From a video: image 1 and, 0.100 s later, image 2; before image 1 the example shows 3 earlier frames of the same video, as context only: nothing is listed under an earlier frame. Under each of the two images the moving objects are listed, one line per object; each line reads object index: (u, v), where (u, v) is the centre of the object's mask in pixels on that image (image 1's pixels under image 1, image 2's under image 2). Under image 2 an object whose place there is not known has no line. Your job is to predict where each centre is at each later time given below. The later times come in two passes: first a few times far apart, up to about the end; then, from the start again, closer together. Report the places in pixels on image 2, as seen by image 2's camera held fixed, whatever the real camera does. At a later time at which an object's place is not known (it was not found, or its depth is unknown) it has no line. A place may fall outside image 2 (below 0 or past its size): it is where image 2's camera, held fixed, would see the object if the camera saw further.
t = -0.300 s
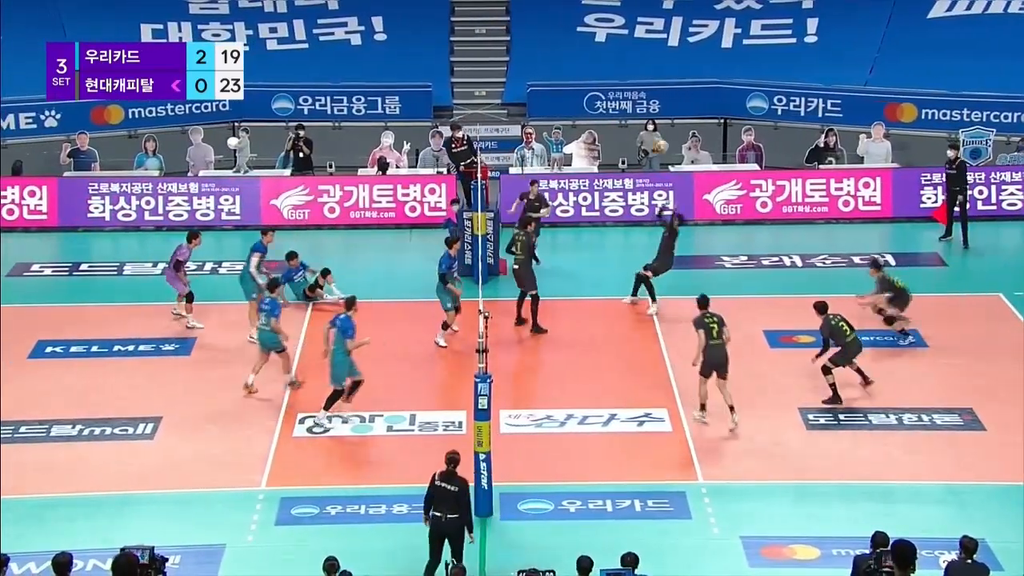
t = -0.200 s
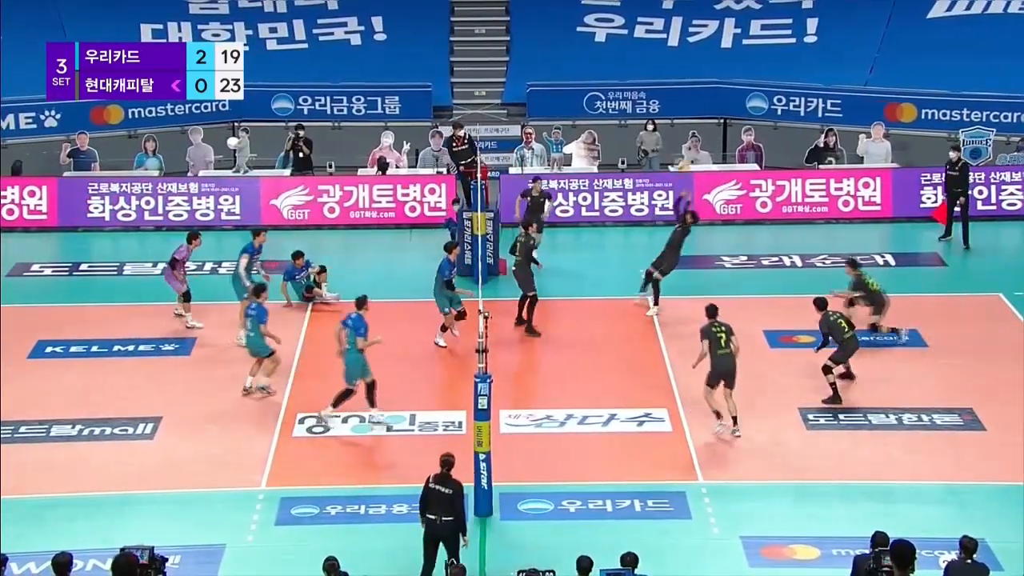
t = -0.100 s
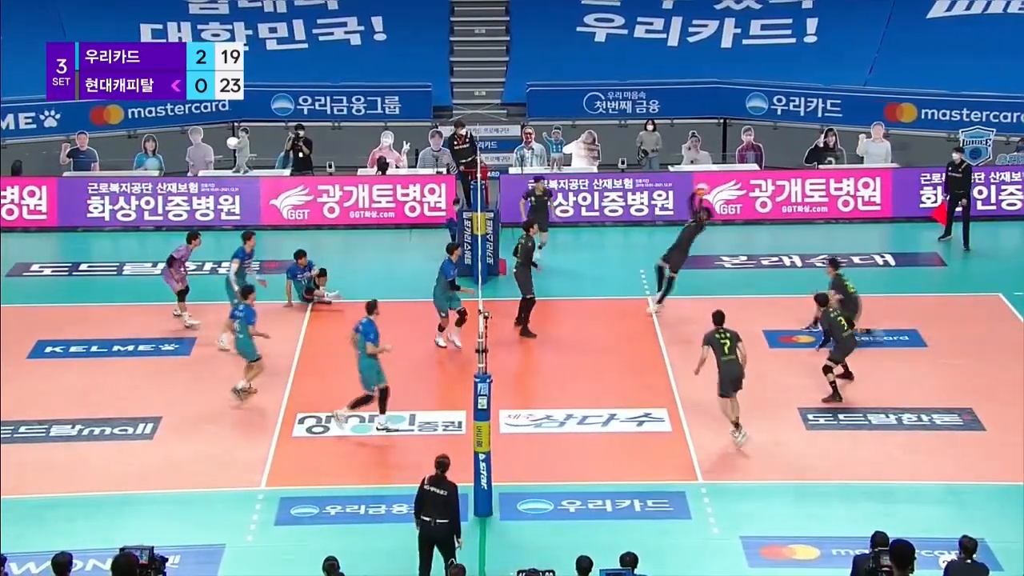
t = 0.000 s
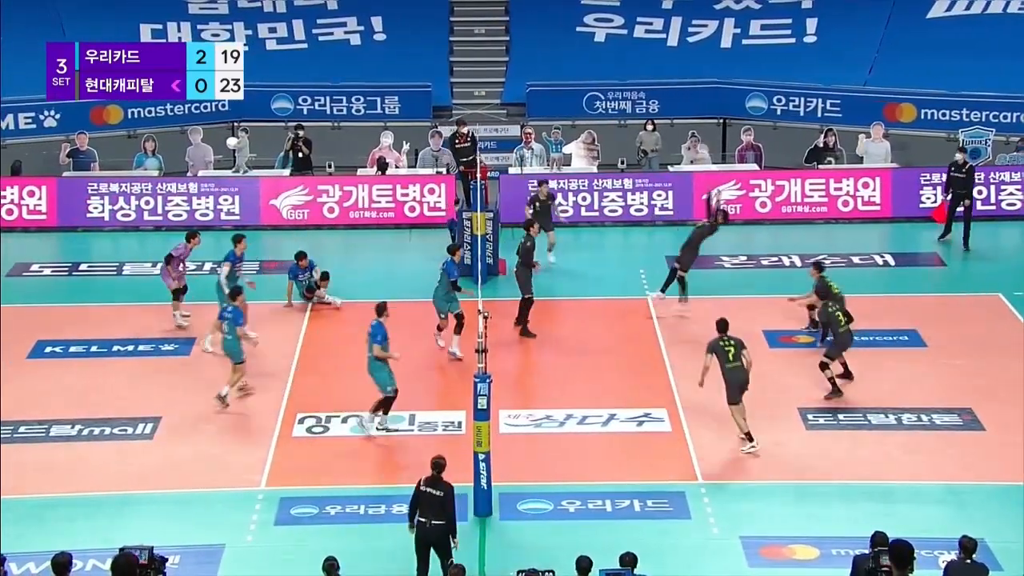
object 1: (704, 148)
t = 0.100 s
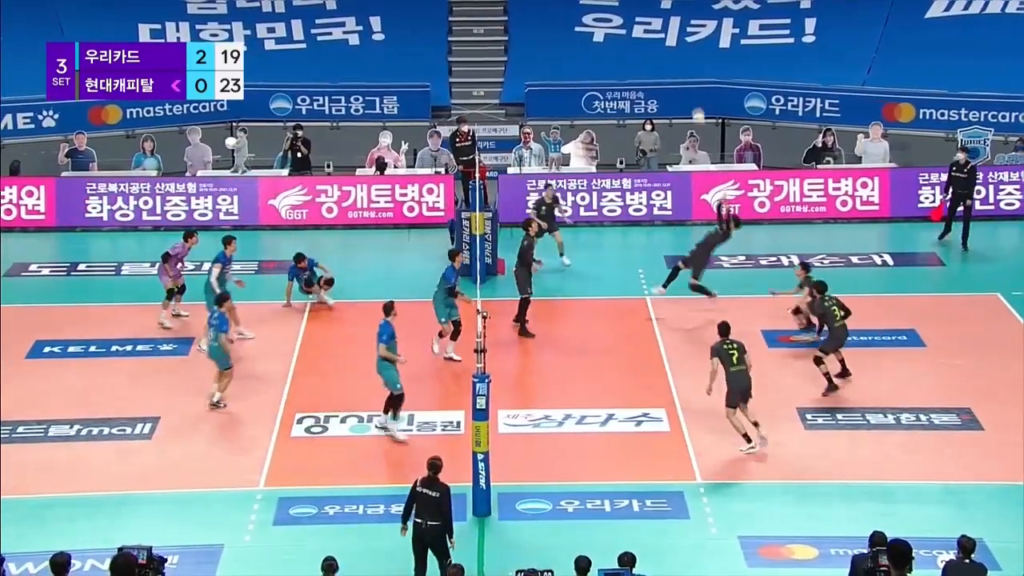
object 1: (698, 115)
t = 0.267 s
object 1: (693, 68)
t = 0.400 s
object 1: (688, 42)
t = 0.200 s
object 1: (696, 86)
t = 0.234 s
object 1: (695, 77)
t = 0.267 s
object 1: (693, 68)
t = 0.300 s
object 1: (692, 61)
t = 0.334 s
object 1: (691, 54)
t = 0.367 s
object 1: (689, 47)
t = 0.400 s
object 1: (688, 42)
